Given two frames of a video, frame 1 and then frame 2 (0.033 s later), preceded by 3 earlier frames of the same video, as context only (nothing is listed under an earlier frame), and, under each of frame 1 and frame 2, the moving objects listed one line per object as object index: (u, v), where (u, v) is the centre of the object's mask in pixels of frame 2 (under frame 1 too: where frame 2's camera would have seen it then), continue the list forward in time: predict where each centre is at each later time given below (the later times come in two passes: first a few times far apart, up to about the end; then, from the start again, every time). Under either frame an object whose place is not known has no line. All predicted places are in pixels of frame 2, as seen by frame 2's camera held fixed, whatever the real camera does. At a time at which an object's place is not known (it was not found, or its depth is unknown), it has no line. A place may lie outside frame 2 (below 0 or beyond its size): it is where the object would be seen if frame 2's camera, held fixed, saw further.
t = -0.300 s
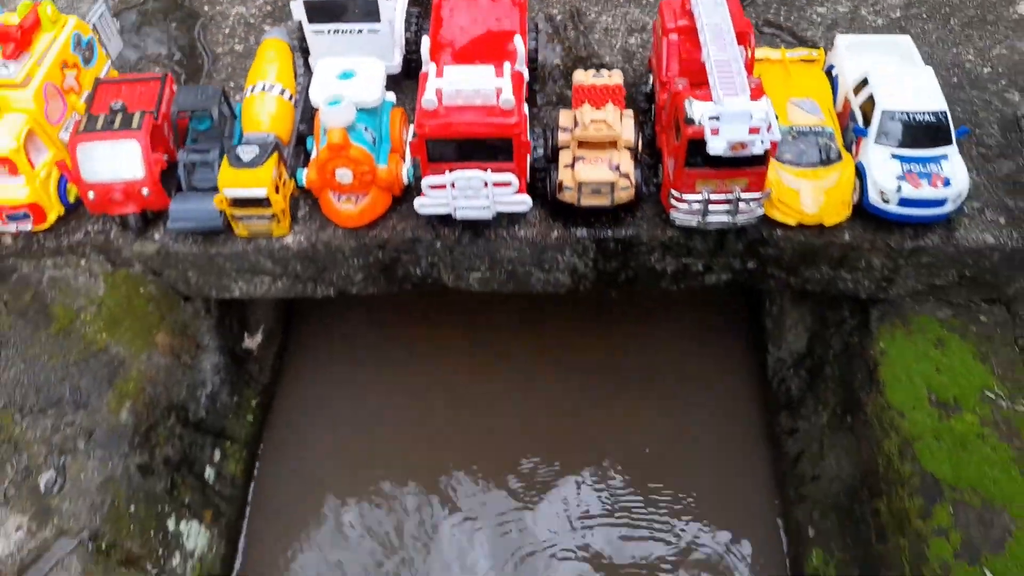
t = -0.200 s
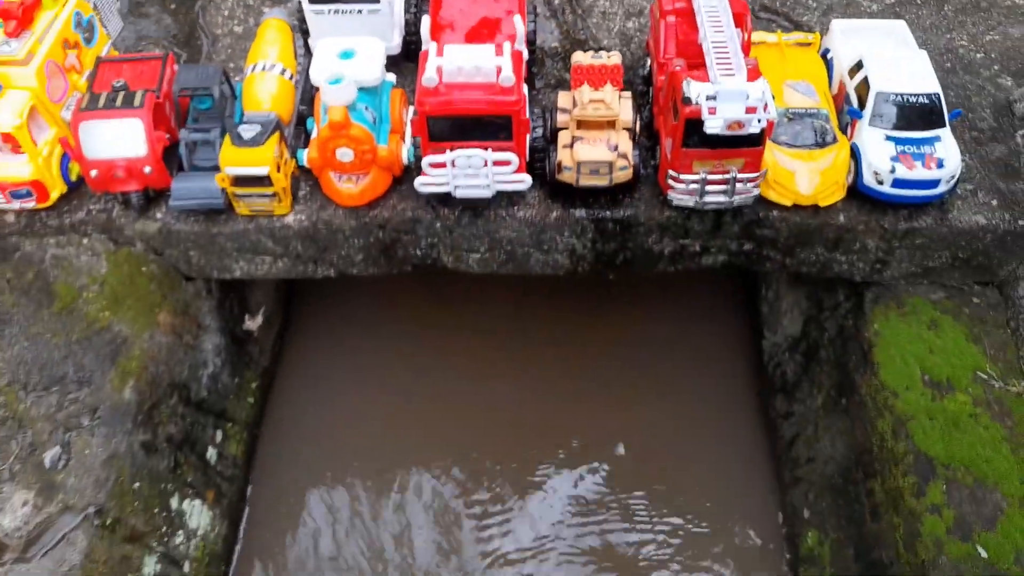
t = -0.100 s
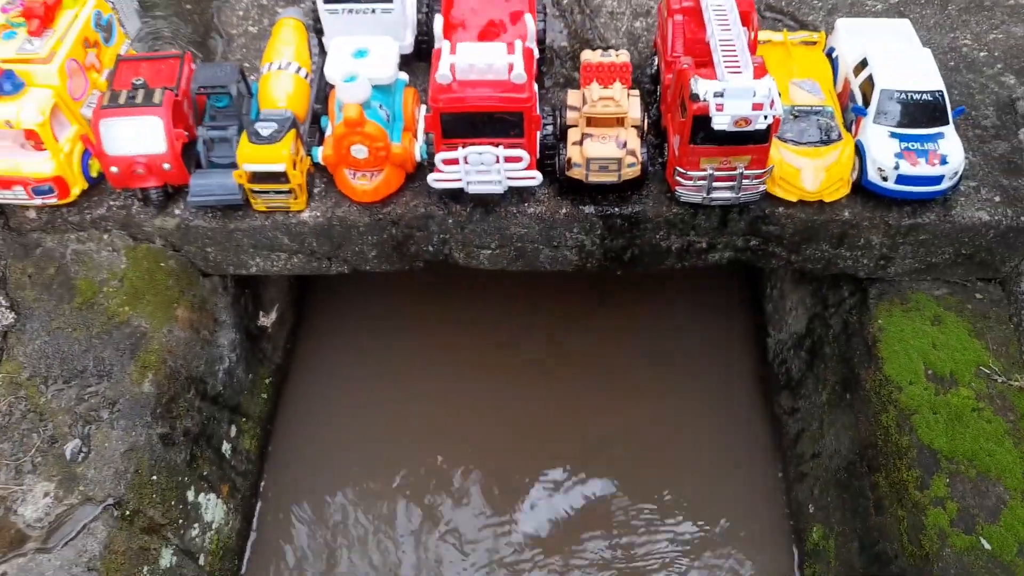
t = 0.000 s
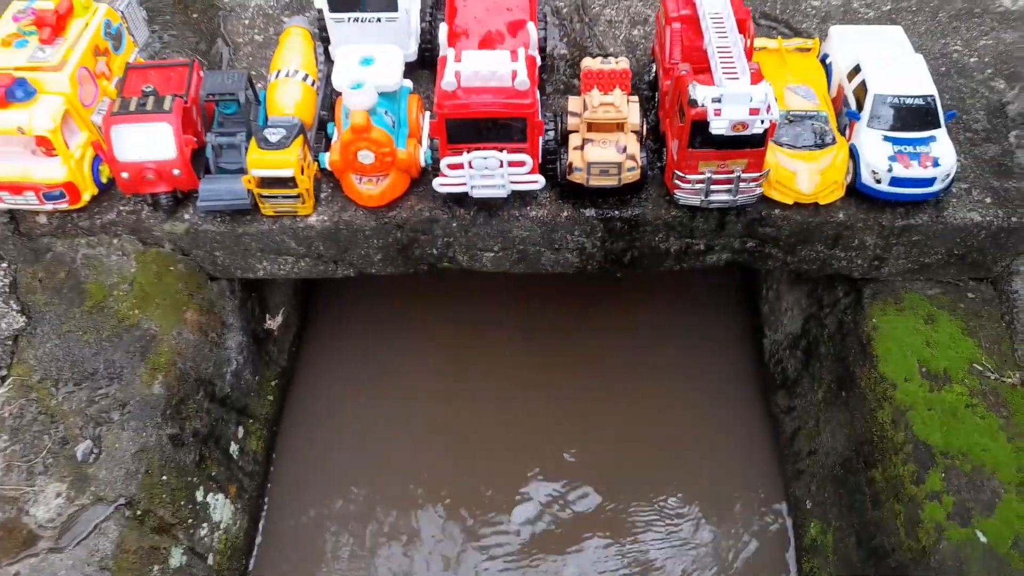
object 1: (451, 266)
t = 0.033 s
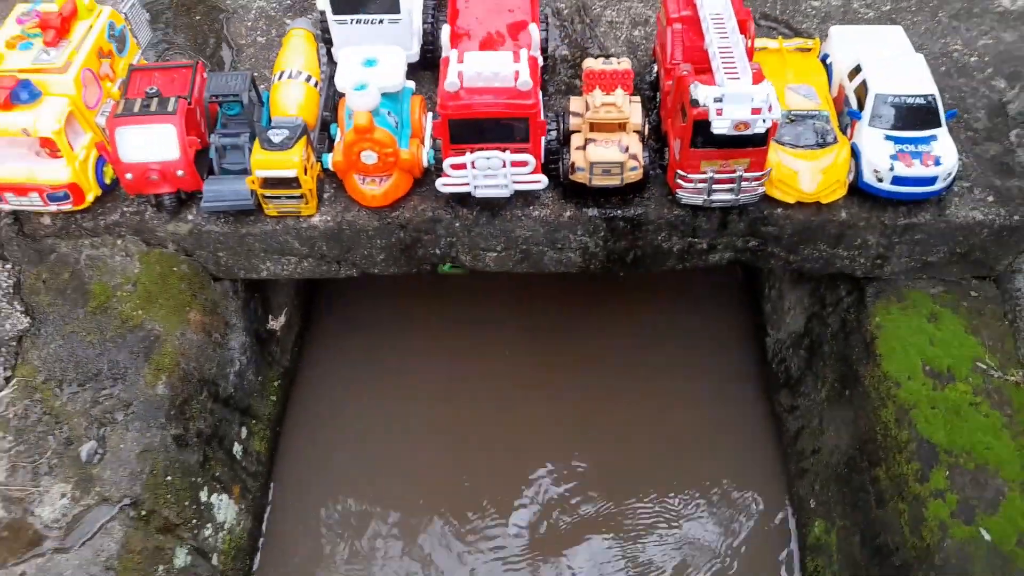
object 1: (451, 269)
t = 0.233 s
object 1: (445, 290)
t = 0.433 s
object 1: (436, 324)
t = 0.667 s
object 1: (429, 368)
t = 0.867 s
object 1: (425, 416)
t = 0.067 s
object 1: (452, 272)
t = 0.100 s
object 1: (450, 276)
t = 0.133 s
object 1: (449, 279)
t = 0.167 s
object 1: (447, 282)
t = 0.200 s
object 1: (446, 286)
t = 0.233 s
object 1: (445, 290)
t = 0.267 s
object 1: (443, 294)
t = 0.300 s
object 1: (441, 299)
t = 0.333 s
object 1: (439, 305)
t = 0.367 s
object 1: (438, 311)
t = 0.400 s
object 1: (437, 318)
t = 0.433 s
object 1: (436, 324)
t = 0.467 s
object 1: (434, 331)
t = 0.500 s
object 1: (433, 337)
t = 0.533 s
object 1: (432, 343)
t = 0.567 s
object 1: (431, 349)
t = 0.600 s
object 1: (431, 355)
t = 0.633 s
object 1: (430, 361)
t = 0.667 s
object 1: (429, 368)
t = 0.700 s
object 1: (429, 376)
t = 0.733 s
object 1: (428, 383)
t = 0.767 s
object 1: (428, 391)
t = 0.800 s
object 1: (427, 399)
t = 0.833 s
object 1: (425, 408)
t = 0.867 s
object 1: (425, 416)
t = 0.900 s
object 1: (425, 425)
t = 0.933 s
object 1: (423, 433)
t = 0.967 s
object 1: (423, 442)
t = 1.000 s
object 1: (424, 451)
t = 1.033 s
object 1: (424, 458)
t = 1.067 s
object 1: (422, 463)
